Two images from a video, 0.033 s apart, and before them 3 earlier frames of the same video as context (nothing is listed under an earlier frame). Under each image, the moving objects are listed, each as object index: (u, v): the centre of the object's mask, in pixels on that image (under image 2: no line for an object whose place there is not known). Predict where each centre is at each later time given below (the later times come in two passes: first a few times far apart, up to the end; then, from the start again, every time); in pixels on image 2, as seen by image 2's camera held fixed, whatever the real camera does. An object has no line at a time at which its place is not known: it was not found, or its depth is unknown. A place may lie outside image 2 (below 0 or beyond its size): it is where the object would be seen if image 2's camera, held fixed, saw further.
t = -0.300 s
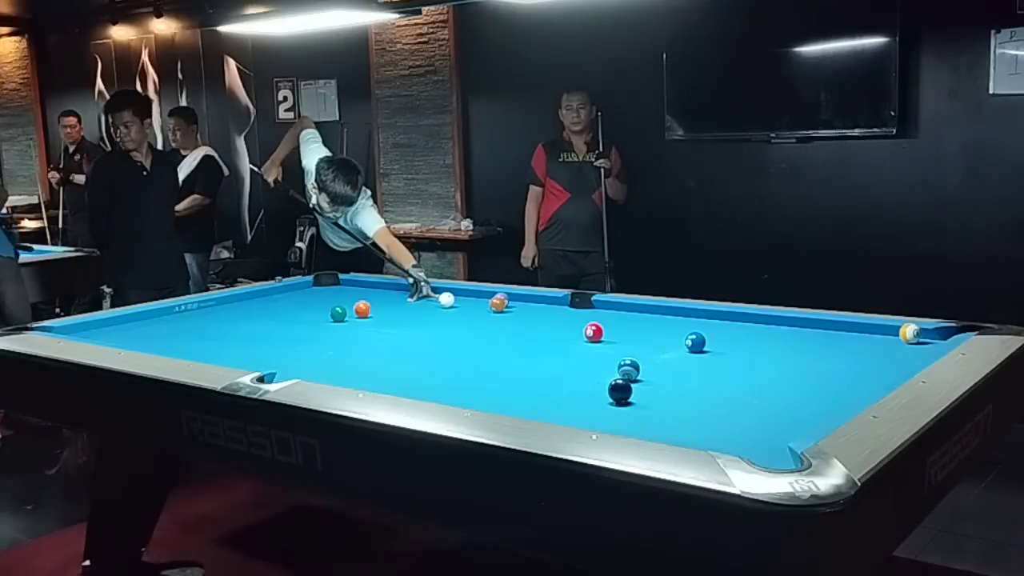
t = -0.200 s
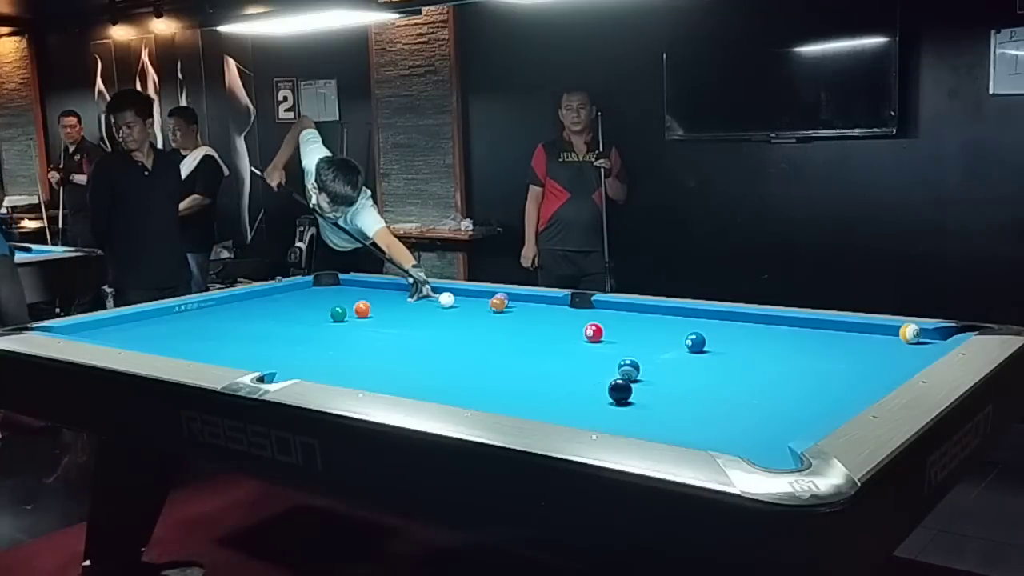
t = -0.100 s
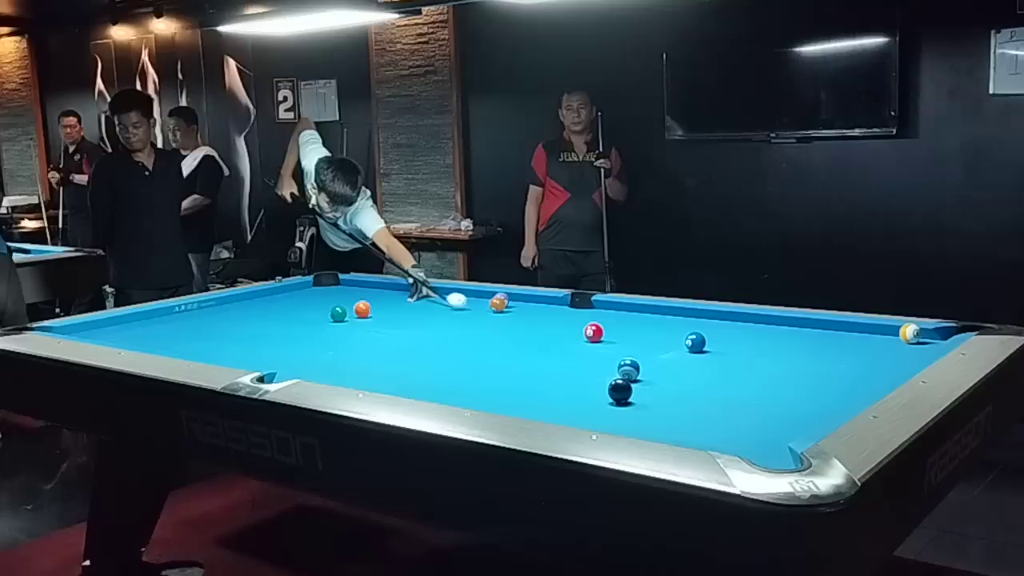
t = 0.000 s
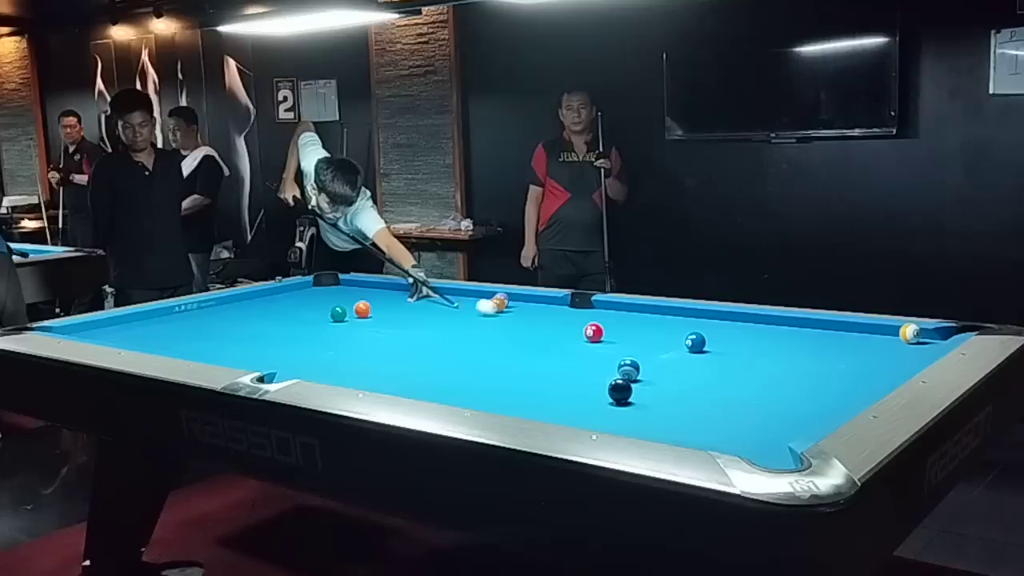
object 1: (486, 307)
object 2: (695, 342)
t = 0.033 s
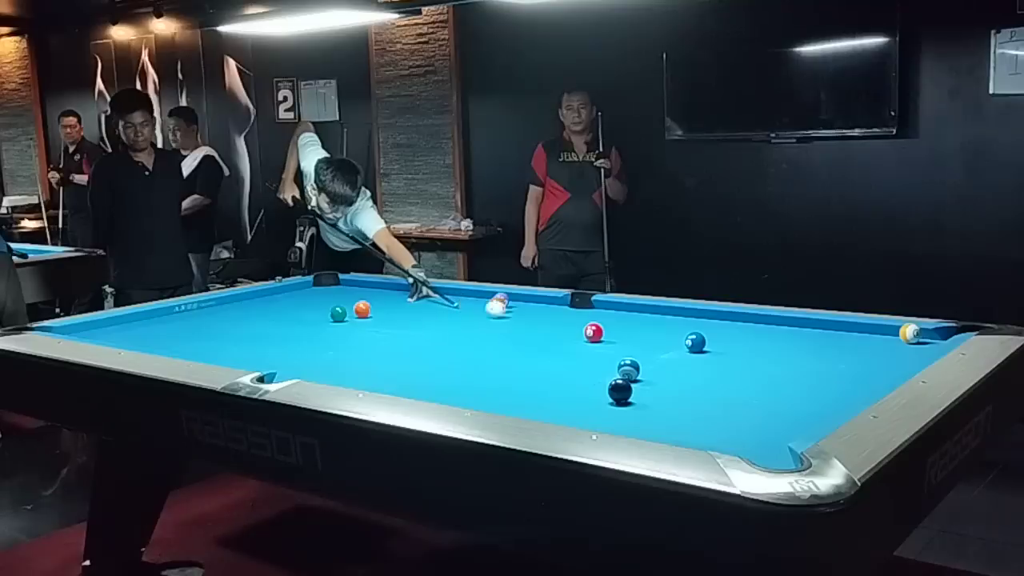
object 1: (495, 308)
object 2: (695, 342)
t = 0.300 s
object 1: (565, 321)
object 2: (695, 342)
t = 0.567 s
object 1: (639, 333)
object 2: (695, 342)
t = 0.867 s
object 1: (683, 343)
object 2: (743, 348)
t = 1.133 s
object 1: (700, 348)
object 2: (809, 356)
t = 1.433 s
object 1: (718, 354)
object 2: (887, 366)
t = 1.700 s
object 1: (733, 359)
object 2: (860, 364)
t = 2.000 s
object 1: (749, 364)
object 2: (813, 360)
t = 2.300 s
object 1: (764, 369)
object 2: (773, 354)
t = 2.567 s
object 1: (776, 373)
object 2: (738, 354)
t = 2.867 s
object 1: (788, 377)
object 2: (704, 351)
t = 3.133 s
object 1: (797, 380)
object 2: (678, 349)
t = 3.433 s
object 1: (806, 383)
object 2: (651, 347)
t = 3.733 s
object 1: (813, 385)
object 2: (627, 345)
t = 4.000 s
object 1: (816, 387)
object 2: (609, 343)
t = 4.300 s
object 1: (819, 388)
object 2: (592, 342)
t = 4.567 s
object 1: (820, 388)
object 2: (578, 340)
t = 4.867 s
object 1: (820, 388)
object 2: (566, 340)
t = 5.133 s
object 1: (820, 388)
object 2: (557, 339)
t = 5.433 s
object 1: (820, 388)
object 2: (550, 339)
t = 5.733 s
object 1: (820, 388)
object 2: (545, 338)
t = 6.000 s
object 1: (820, 388)
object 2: (542, 338)
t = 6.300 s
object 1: (820, 388)
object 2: (541, 338)
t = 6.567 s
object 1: (820, 388)
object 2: (541, 338)
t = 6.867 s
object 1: (820, 388)
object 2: (541, 338)
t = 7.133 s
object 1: (820, 388)
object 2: (541, 338)
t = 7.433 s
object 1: (820, 388)
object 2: (541, 338)
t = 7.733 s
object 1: (820, 388)
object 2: (541, 338)
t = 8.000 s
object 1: (820, 388)
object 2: (541, 338)
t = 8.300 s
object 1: (820, 388)
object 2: (541, 338)
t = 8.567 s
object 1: (820, 388)
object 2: (541, 338)
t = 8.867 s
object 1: (820, 388)
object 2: (541, 338)
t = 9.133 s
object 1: (820, 388)
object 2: (541, 338)
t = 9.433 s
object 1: (820, 388)
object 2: (541, 338)
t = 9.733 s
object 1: (820, 388)
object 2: (541, 338)
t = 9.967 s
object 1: (820, 388)
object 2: (541, 338)
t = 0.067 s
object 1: (505, 310)
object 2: (695, 342)
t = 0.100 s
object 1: (514, 312)
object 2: (695, 342)
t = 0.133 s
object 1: (523, 314)
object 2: (695, 342)
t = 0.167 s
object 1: (532, 315)
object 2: (695, 342)
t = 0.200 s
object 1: (540, 317)
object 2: (695, 342)
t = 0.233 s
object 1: (548, 318)
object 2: (695, 342)
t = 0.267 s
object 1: (557, 319)
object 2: (695, 342)
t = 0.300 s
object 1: (565, 321)
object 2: (695, 342)
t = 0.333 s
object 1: (574, 322)
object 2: (695, 342)
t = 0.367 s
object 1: (581, 323)
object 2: (695, 342)
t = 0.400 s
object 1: (591, 322)
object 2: (695, 342)
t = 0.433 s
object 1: (604, 324)
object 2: (695, 342)
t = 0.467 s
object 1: (611, 327)
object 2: (695, 342)
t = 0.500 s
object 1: (620, 329)
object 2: (695, 342)
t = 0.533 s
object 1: (629, 331)
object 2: (695, 342)
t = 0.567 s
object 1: (639, 333)
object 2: (695, 342)
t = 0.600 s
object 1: (649, 334)
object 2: (695, 342)
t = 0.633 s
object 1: (659, 336)
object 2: (695, 342)
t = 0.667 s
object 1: (669, 337)
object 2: (695, 342)
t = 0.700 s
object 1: (676, 340)
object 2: (697, 342)
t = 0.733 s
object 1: (676, 340)
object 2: (708, 343)
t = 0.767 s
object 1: (677, 341)
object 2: (718, 345)
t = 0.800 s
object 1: (680, 341)
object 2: (727, 346)
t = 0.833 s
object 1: (682, 342)
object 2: (735, 347)
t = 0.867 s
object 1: (683, 343)
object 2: (743, 348)
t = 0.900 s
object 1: (686, 344)
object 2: (751, 349)
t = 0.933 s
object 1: (688, 344)
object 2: (759, 350)
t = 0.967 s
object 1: (690, 345)
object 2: (768, 351)
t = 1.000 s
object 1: (692, 346)
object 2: (776, 352)
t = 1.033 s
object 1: (694, 346)
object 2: (784, 353)
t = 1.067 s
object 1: (696, 347)
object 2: (792, 354)
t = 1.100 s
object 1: (698, 348)
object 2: (801, 355)
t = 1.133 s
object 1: (700, 348)
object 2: (809, 356)
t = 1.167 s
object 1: (702, 349)
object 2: (818, 357)
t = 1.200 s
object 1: (704, 350)
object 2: (826, 358)
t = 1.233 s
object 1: (706, 350)
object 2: (835, 359)
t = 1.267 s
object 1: (708, 351)
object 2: (844, 360)
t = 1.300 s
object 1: (710, 351)
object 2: (853, 361)
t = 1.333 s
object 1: (712, 352)
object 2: (862, 362)
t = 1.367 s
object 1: (714, 353)
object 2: (870, 364)
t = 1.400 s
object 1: (716, 354)
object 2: (879, 365)
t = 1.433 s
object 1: (718, 354)
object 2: (887, 366)
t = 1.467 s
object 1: (719, 355)
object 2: (895, 365)
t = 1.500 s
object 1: (722, 356)
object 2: (893, 365)
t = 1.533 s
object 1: (723, 356)
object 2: (888, 366)
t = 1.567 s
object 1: (725, 357)
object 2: (882, 366)
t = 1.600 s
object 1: (727, 357)
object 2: (877, 366)
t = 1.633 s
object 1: (729, 358)
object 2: (871, 365)
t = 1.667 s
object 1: (731, 359)
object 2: (865, 364)
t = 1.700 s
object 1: (733, 359)
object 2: (860, 364)
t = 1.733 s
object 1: (735, 360)
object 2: (854, 363)
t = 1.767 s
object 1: (736, 361)
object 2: (849, 363)
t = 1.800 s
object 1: (738, 361)
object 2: (843, 363)
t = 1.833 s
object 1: (740, 362)
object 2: (838, 362)
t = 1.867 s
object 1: (742, 362)
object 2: (833, 362)
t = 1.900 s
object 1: (743, 363)
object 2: (828, 361)
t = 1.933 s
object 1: (745, 363)
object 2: (823, 361)
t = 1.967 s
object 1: (747, 364)
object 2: (818, 361)
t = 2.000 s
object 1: (749, 364)
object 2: (813, 360)
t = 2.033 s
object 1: (751, 365)
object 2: (808, 360)
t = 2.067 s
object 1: (752, 366)
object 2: (803, 359)
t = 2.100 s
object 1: (754, 366)
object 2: (799, 359)
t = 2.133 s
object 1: (756, 367)
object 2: (794, 359)
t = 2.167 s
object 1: (757, 367)
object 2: (789, 358)
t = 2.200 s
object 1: (759, 368)
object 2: (785, 358)
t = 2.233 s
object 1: (760, 368)
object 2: (780, 357)
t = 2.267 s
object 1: (762, 369)
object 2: (777, 356)
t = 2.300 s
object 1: (764, 369)
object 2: (773, 354)
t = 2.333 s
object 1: (765, 370)
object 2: (767, 353)
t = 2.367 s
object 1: (767, 370)
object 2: (762, 353)
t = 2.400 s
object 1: (769, 370)
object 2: (758, 354)
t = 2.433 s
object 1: (770, 371)
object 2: (754, 355)
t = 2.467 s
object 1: (772, 372)
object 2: (750, 355)
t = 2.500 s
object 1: (773, 372)
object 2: (746, 355)
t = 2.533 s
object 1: (774, 373)
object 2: (742, 354)
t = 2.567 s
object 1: (776, 373)
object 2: (738, 354)
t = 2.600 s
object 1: (777, 374)
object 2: (734, 354)
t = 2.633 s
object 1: (779, 374)
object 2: (730, 353)
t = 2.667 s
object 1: (780, 374)
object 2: (726, 353)
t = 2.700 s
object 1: (781, 375)
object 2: (723, 352)
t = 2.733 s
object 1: (783, 375)
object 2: (719, 352)
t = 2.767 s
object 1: (784, 376)
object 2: (715, 352)
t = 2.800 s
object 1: (785, 376)
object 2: (712, 352)
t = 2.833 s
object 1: (786, 377)
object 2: (708, 351)
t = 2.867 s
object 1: (788, 377)
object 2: (704, 351)
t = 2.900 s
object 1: (789, 377)
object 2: (701, 351)
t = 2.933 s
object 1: (790, 378)
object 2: (697, 350)
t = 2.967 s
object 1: (791, 378)
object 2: (694, 350)
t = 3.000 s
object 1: (792, 379)
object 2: (691, 350)
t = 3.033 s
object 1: (794, 379)
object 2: (687, 349)
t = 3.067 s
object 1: (795, 379)
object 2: (684, 349)
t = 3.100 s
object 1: (796, 380)
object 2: (681, 349)
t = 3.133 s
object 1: (797, 380)
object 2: (678, 349)
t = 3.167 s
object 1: (798, 380)
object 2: (675, 349)
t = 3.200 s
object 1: (799, 381)
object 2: (672, 348)
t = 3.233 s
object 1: (800, 381)
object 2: (668, 348)
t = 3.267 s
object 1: (801, 382)
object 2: (665, 348)
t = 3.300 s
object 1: (802, 382)
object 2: (663, 348)
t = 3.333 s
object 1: (803, 382)
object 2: (660, 347)
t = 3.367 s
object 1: (804, 383)
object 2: (657, 347)
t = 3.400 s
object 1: (805, 383)
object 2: (654, 347)
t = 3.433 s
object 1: (806, 383)
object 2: (651, 347)
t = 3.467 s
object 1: (806, 383)
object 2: (648, 346)
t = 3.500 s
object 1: (807, 384)
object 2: (645, 346)
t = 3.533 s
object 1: (808, 384)
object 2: (643, 346)
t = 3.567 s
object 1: (809, 384)
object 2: (640, 346)
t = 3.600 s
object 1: (810, 384)
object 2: (637, 346)
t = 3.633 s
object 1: (810, 385)
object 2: (635, 345)
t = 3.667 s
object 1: (811, 385)
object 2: (632, 345)
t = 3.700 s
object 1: (812, 385)
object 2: (630, 345)
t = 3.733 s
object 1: (813, 385)
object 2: (627, 345)
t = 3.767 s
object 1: (813, 386)
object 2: (625, 345)
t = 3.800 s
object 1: (814, 386)
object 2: (623, 345)
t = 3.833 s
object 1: (814, 386)
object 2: (620, 344)
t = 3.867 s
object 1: (815, 386)
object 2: (618, 344)
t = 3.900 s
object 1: (815, 386)
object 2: (616, 344)
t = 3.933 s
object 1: (816, 387)
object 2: (613, 344)
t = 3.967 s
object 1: (816, 387)
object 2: (612, 344)
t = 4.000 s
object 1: (816, 387)
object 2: (609, 343)
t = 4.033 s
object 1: (817, 387)
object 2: (607, 343)
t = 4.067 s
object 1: (817, 387)
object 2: (605, 343)
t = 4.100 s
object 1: (817, 387)
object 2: (604, 343)
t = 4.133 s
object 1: (818, 387)
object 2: (601, 343)
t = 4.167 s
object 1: (818, 387)
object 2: (599, 342)
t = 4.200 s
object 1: (818, 388)
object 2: (597, 342)
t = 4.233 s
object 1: (818, 388)
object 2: (596, 342)
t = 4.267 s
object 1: (819, 388)
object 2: (594, 342)
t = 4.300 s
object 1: (819, 388)
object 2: (592, 342)
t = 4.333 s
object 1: (819, 388)
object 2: (590, 341)
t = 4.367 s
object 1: (819, 388)
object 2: (588, 341)
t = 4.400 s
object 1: (819, 388)
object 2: (587, 341)
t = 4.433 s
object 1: (820, 388)
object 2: (585, 341)
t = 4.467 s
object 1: (820, 388)
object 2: (583, 341)
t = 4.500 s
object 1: (820, 388)
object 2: (582, 341)
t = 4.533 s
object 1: (820, 388)
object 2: (580, 341)
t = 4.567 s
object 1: (820, 388)
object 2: (578, 340)
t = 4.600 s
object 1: (820, 388)
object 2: (577, 340)
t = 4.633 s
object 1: (820, 388)
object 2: (575, 340)
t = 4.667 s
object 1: (820, 388)
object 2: (574, 340)
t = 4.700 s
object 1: (820, 388)
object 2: (573, 340)
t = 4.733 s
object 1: (820, 388)
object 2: (571, 340)
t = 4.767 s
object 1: (820, 388)
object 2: (570, 340)
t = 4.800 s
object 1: (820, 388)
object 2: (568, 340)
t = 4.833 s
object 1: (820, 388)
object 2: (567, 340)
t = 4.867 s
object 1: (820, 388)
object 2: (566, 340)
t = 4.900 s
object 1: (820, 388)
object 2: (565, 340)
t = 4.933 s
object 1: (820, 388)
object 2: (564, 340)
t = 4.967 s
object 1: (820, 388)
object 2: (562, 340)
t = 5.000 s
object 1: (820, 388)
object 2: (561, 339)
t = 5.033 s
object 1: (820, 388)
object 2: (560, 339)
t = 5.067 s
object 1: (820, 388)
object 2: (559, 339)
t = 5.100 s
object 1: (820, 388)
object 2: (558, 339)
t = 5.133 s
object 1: (820, 388)
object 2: (557, 339)
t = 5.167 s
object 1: (820, 388)
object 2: (556, 339)
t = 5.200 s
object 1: (820, 388)
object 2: (555, 339)
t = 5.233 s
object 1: (820, 388)
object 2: (554, 339)
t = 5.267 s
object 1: (820, 388)
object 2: (553, 339)
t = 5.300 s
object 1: (820, 388)
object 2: (553, 339)
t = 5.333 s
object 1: (820, 388)
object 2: (552, 339)
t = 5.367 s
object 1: (820, 388)
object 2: (551, 339)
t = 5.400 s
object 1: (820, 388)
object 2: (550, 339)
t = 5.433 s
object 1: (820, 388)
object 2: (550, 339)
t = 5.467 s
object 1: (820, 388)
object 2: (549, 339)
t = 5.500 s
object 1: (820, 388)
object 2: (548, 339)
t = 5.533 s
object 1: (820, 388)
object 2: (548, 339)
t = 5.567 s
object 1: (820, 388)
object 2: (547, 339)
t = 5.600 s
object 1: (820, 388)
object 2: (546, 339)
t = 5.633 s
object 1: (820, 388)
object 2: (546, 338)
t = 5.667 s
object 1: (820, 388)
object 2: (546, 338)
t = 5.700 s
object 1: (820, 388)
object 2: (545, 338)
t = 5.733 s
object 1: (820, 388)
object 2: (545, 338)
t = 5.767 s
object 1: (820, 388)
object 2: (544, 338)
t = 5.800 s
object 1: (820, 388)
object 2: (544, 338)
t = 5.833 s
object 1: (820, 388)
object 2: (543, 338)
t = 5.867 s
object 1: (820, 388)
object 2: (543, 338)
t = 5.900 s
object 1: (820, 388)
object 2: (543, 338)
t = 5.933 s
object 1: (820, 388)
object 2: (542, 338)
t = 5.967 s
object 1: (820, 388)
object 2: (542, 338)
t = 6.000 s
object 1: (820, 388)
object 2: (542, 338)
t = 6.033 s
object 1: (820, 388)
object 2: (542, 338)
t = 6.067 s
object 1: (820, 388)
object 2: (542, 338)
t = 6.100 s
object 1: (820, 388)
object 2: (541, 338)
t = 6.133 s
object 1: (820, 388)
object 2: (541, 338)
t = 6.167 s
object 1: (820, 388)
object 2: (541, 338)
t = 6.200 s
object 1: (820, 388)
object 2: (541, 338)
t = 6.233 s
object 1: (820, 388)
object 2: (541, 338)
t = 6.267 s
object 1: (820, 388)
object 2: (541, 338)
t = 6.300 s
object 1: (820, 388)
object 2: (541, 338)
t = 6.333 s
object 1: (820, 388)
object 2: (541, 338)
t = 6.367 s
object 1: (820, 388)
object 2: (541, 338)
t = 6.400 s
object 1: (820, 388)
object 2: (541, 338)
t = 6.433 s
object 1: (820, 388)
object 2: (541, 338)
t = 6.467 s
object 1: (820, 388)
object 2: (541, 338)
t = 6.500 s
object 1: (820, 388)
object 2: (541, 338)
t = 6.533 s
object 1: (820, 388)
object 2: (541, 338)
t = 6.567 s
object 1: (820, 388)
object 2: (541, 338)
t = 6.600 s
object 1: (820, 388)
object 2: (541, 338)
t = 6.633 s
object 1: (820, 388)
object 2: (541, 338)
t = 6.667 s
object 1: (820, 388)
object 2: (541, 338)
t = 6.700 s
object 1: (820, 388)
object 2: (541, 338)
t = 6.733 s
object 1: (820, 388)
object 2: (541, 338)
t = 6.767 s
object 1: (820, 388)
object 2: (541, 338)
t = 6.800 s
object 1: (820, 388)
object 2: (541, 338)
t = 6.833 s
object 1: (820, 388)
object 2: (541, 338)
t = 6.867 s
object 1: (820, 388)
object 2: (541, 338)
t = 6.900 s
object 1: (820, 388)
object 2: (541, 338)
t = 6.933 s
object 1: (820, 388)
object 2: (541, 338)
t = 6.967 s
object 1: (820, 388)
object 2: (541, 338)
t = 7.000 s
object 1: (820, 388)
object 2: (541, 338)
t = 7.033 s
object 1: (820, 388)
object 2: (541, 338)
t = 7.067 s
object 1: (820, 388)
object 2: (541, 338)
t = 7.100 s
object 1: (820, 388)
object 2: (541, 338)
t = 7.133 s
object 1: (820, 388)
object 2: (541, 338)
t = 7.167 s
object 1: (820, 388)
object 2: (541, 338)
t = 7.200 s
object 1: (820, 388)
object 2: (541, 338)
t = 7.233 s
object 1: (820, 388)
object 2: (541, 338)
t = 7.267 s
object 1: (820, 388)
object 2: (541, 338)
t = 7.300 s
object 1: (820, 388)
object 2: (541, 338)
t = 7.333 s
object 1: (820, 388)
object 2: (541, 338)
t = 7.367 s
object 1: (820, 388)
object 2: (541, 338)
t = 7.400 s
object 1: (820, 388)
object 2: (541, 338)
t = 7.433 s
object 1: (820, 388)
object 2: (541, 338)
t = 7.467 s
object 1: (820, 388)
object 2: (541, 338)
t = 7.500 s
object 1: (820, 388)
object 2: (541, 338)
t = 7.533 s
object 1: (820, 388)
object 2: (541, 338)
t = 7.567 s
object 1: (820, 388)
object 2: (541, 338)
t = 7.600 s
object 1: (820, 388)
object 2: (541, 338)
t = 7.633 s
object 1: (820, 388)
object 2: (541, 338)
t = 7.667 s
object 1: (820, 388)
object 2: (541, 338)
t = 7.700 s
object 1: (820, 388)
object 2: (541, 338)
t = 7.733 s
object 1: (820, 388)
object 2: (541, 338)
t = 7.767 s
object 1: (820, 388)
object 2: (541, 338)
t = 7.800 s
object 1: (820, 388)
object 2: (541, 338)
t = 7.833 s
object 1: (820, 388)
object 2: (541, 338)
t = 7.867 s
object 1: (820, 388)
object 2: (541, 338)
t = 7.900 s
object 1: (820, 388)
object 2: (541, 338)
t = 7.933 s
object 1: (820, 388)
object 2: (541, 338)
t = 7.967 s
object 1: (820, 388)
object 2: (541, 338)
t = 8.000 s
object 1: (820, 388)
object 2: (541, 338)
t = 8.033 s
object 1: (820, 388)
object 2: (541, 338)
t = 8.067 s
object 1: (820, 388)
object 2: (541, 338)
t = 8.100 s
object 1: (820, 388)
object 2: (541, 338)
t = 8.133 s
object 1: (820, 388)
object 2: (541, 338)
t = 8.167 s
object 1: (820, 388)
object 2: (541, 338)
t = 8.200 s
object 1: (820, 388)
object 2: (541, 338)
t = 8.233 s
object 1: (820, 388)
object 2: (541, 338)
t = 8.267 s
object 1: (820, 388)
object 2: (541, 338)
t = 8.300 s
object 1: (820, 388)
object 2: (541, 338)
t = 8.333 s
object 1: (820, 388)
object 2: (541, 338)
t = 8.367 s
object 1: (820, 388)
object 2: (541, 338)
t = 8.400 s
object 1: (820, 388)
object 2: (541, 338)
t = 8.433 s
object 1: (820, 388)
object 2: (541, 338)
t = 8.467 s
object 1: (820, 388)
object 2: (541, 338)
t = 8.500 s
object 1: (820, 388)
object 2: (541, 338)
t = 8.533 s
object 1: (820, 388)
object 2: (541, 338)
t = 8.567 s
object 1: (820, 388)
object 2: (541, 338)
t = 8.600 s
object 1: (820, 388)
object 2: (541, 338)
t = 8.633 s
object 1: (820, 388)
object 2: (541, 338)
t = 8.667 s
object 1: (820, 388)
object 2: (541, 338)
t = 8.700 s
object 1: (820, 388)
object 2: (541, 338)
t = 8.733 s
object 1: (820, 388)
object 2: (541, 338)
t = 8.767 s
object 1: (820, 388)
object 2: (541, 338)
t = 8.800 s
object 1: (820, 388)
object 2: (541, 338)
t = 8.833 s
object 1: (820, 388)
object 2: (541, 338)
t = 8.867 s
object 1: (820, 388)
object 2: (541, 338)
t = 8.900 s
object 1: (820, 388)
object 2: (541, 338)
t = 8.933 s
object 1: (820, 388)
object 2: (541, 338)
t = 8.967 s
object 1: (820, 388)
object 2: (541, 338)
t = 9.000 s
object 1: (820, 388)
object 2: (541, 338)
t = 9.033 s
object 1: (820, 388)
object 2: (541, 338)
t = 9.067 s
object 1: (820, 388)
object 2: (541, 338)
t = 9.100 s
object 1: (820, 388)
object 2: (541, 338)
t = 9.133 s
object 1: (820, 388)
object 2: (541, 338)
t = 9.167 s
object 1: (820, 388)
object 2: (541, 338)
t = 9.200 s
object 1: (820, 388)
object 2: (541, 338)
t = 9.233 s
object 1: (820, 388)
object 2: (541, 338)
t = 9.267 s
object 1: (820, 388)
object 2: (541, 338)
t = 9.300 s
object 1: (820, 388)
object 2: (541, 338)
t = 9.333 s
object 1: (820, 388)
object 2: (541, 338)
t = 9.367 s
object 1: (820, 388)
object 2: (541, 338)
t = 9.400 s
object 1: (820, 388)
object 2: (541, 338)
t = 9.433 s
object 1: (820, 388)
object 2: (541, 338)
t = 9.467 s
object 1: (820, 388)
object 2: (541, 338)
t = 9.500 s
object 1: (820, 388)
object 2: (541, 338)
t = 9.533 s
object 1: (820, 388)
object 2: (541, 338)
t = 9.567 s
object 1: (820, 388)
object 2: (541, 338)
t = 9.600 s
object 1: (820, 388)
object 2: (541, 338)
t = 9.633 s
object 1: (820, 388)
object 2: (541, 338)
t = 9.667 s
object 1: (820, 388)
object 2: (541, 338)
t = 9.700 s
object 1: (820, 388)
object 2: (541, 338)
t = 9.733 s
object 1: (820, 388)
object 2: (541, 338)
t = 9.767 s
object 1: (820, 388)
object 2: (541, 338)
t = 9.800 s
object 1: (820, 388)
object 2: (541, 338)
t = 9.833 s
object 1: (820, 388)
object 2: (541, 338)
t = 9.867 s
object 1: (820, 388)
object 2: (541, 338)
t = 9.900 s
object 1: (820, 388)
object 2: (541, 338)
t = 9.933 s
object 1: (820, 388)
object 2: (541, 338)
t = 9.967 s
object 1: (820, 388)
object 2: (541, 338)
